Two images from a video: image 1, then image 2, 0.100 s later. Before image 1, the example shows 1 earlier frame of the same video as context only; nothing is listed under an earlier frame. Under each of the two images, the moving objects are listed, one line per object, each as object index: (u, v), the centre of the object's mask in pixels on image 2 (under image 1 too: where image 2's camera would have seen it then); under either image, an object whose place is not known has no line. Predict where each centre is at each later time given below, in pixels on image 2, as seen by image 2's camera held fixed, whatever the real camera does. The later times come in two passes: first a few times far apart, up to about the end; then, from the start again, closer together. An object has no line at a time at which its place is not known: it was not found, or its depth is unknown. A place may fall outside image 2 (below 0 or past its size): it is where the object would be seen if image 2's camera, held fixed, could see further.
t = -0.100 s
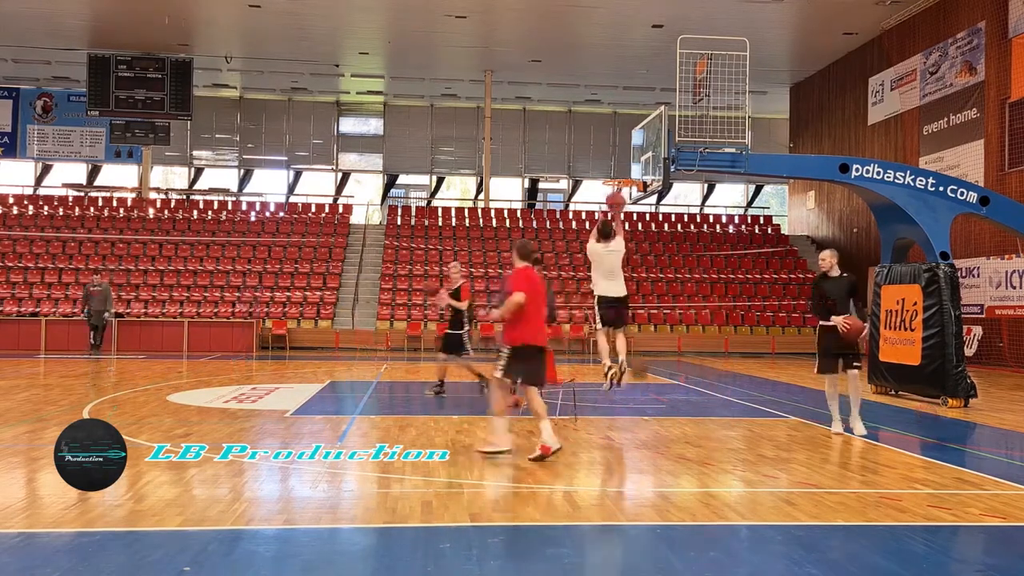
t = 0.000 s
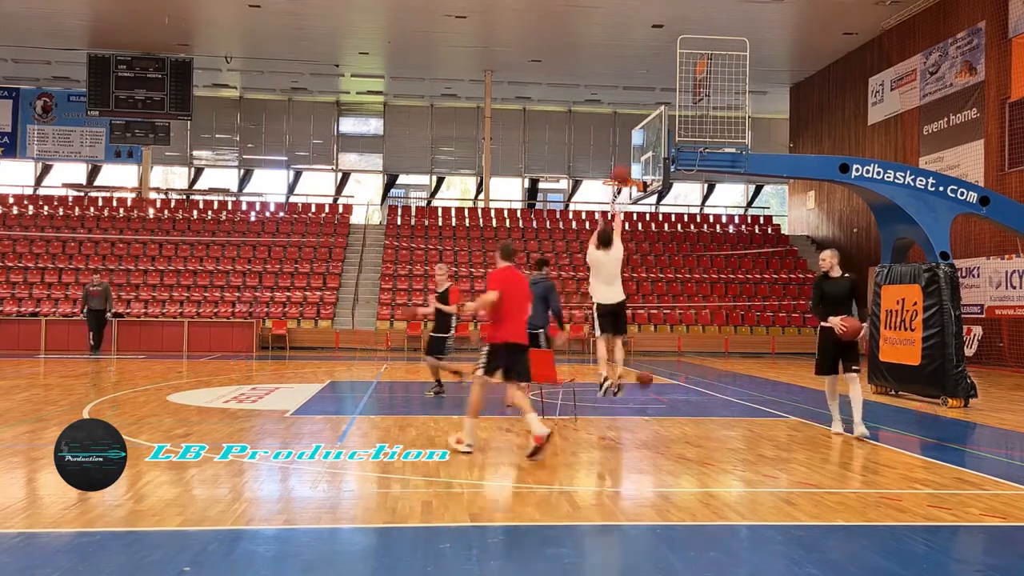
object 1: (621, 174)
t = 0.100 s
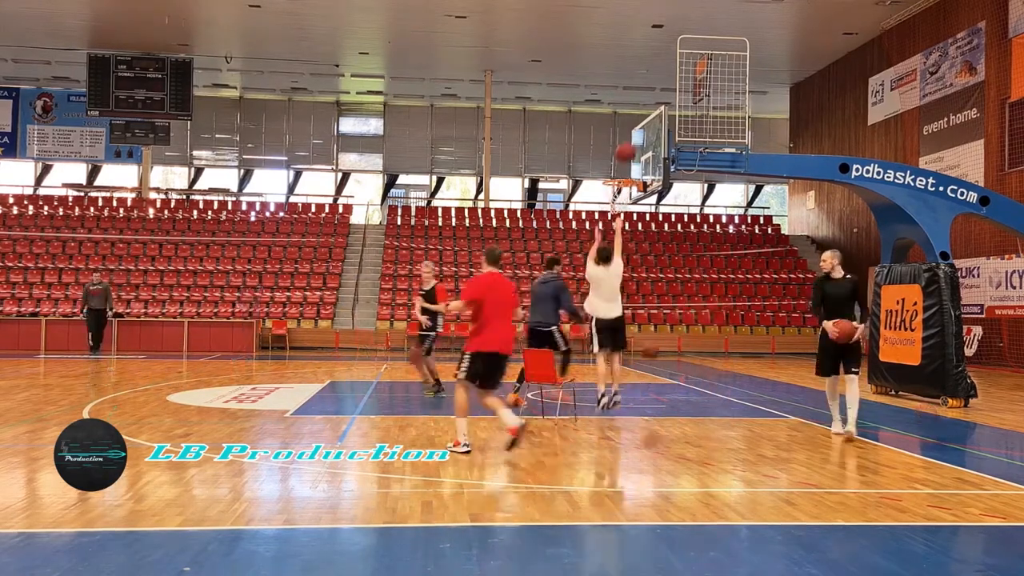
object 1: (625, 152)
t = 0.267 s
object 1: (635, 134)
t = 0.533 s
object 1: (645, 148)
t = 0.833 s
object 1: (611, 197)
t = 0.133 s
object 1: (627, 147)
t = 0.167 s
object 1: (630, 142)
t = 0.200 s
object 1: (631, 138)
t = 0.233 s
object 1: (632, 136)
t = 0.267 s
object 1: (635, 134)
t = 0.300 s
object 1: (636, 133)
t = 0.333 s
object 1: (637, 133)
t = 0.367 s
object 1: (639, 133)
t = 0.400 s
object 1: (640, 135)
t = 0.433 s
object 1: (641, 137)
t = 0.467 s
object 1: (643, 141)
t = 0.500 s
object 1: (644, 145)
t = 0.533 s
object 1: (645, 148)
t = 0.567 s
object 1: (642, 152)
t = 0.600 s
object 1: (638, 156)
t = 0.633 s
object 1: (634, 160)
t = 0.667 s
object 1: (630, 166)
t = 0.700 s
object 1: (626, 173)
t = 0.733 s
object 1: (622, 176)
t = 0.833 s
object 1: (611, 197)
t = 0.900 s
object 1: (607, 200)
